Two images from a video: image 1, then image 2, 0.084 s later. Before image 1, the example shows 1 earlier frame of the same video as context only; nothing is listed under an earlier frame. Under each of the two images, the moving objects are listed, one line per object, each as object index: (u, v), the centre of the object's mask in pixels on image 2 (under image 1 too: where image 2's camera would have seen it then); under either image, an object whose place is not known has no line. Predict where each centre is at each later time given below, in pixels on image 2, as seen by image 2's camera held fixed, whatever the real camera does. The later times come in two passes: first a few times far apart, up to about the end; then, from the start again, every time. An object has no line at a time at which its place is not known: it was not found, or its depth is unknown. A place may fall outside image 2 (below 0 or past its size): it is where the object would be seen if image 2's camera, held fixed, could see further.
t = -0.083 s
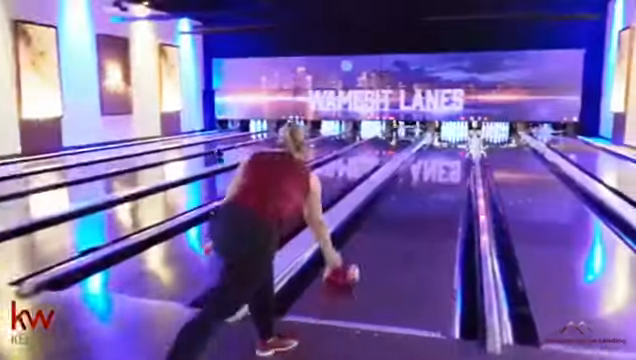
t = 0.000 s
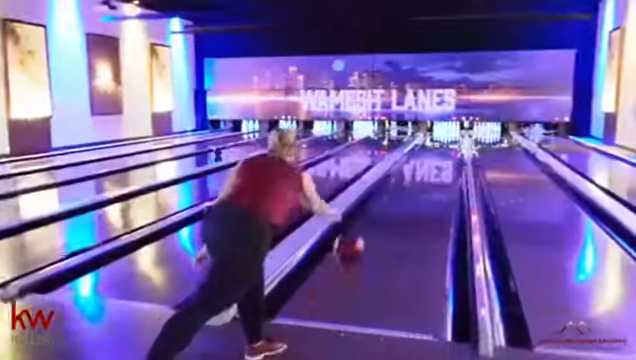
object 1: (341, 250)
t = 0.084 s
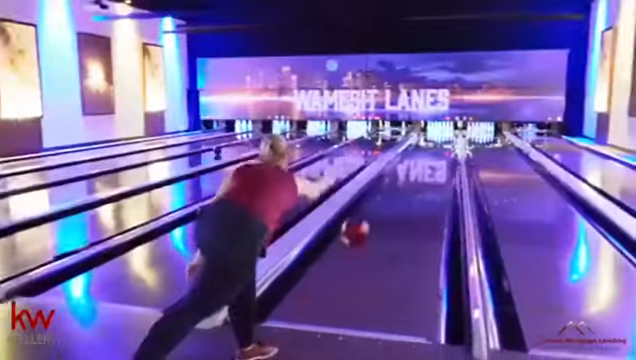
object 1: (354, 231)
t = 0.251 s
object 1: (374, 218)
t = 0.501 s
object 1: (392, 201)
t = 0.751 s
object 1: (405, 188)
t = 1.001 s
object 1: (413, 176)
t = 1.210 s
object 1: (420, 170)
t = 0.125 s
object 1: (360, 226)
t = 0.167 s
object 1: (364, 222)
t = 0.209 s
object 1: (370, 219)
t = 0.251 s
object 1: (374, 218)
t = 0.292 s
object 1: (378, 218)
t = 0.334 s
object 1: (381, 219)
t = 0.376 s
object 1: (383, 221)
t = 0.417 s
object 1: (387, 213)
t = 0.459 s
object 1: (390, 207)
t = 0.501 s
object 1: (392, 201)
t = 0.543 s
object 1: (394, 198)
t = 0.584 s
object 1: (396, 195)
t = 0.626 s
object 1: (399, 194)
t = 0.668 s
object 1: (400, 193)
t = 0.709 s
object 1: (403, 191)
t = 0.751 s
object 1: (405, 188)
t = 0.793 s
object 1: (405, 187)
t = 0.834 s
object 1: (407, 185)
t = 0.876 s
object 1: (409, 181)
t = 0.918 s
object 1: (410, 180)
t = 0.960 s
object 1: (412, 178)
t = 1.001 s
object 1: (413, 176)
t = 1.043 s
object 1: (414, 174)
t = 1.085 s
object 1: (416, 173)
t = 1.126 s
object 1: (417, 173)
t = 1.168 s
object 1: (419, 171)
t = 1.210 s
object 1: (420, 170)
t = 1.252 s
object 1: (421, 169)
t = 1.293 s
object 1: (422, 168)
